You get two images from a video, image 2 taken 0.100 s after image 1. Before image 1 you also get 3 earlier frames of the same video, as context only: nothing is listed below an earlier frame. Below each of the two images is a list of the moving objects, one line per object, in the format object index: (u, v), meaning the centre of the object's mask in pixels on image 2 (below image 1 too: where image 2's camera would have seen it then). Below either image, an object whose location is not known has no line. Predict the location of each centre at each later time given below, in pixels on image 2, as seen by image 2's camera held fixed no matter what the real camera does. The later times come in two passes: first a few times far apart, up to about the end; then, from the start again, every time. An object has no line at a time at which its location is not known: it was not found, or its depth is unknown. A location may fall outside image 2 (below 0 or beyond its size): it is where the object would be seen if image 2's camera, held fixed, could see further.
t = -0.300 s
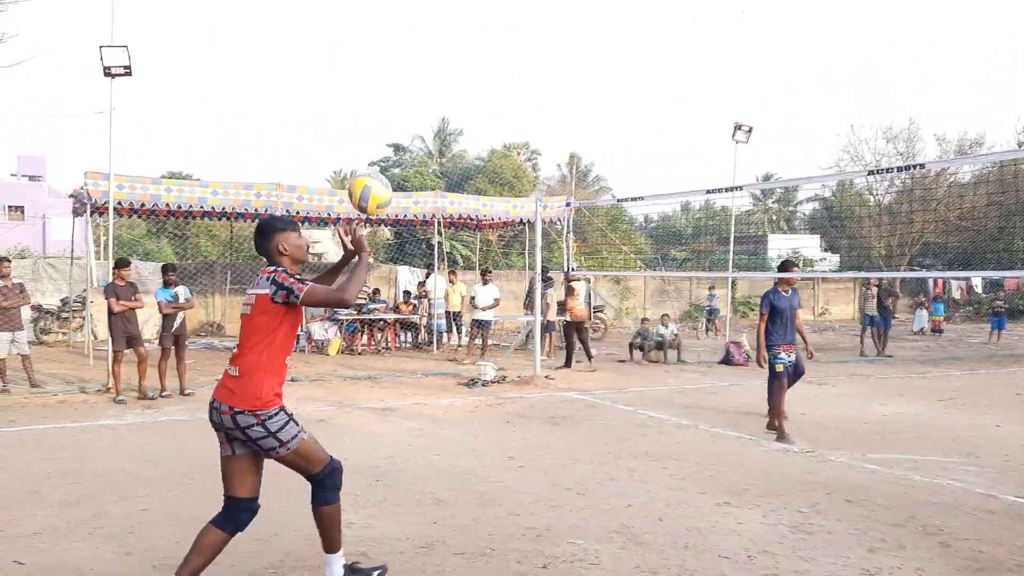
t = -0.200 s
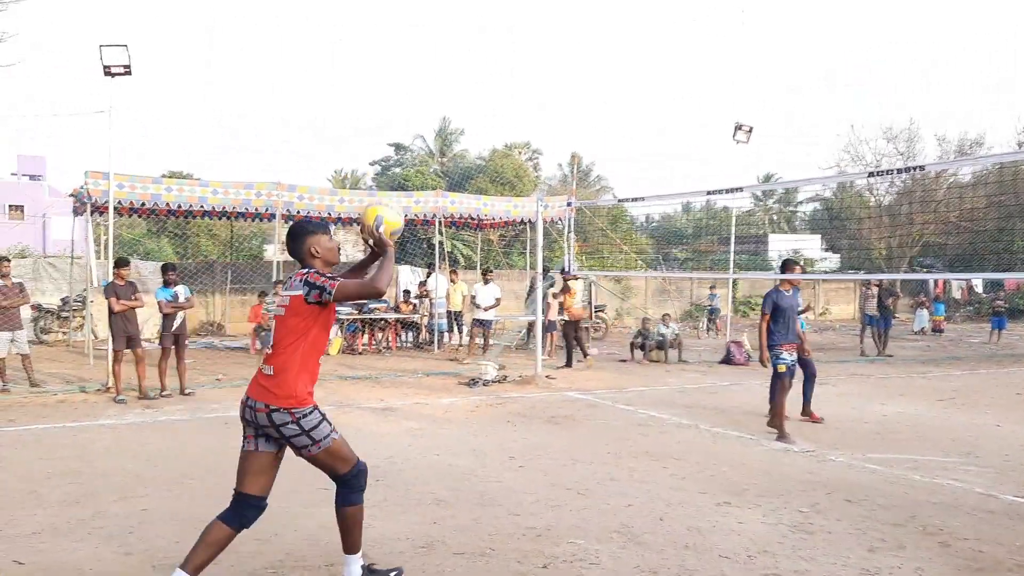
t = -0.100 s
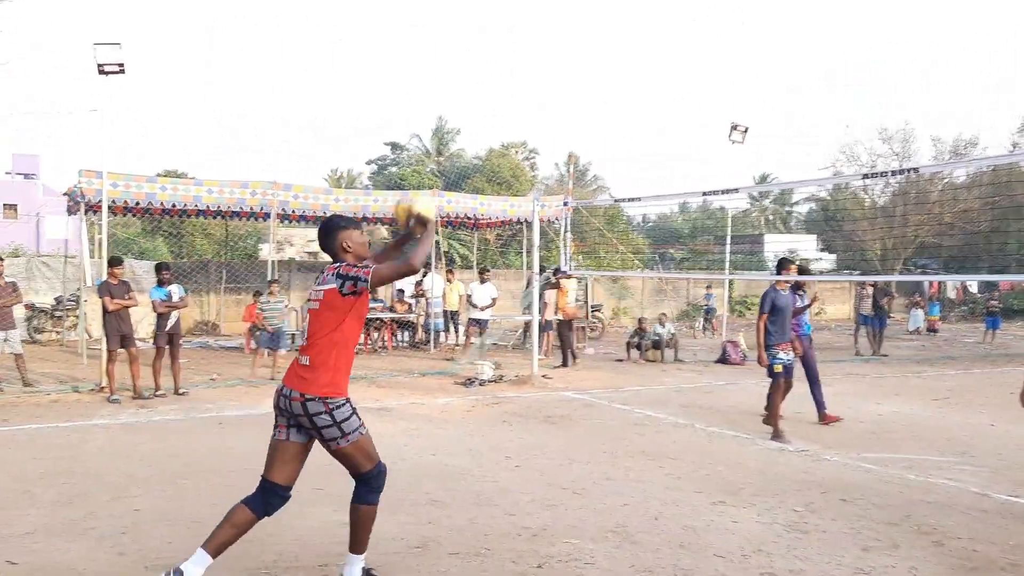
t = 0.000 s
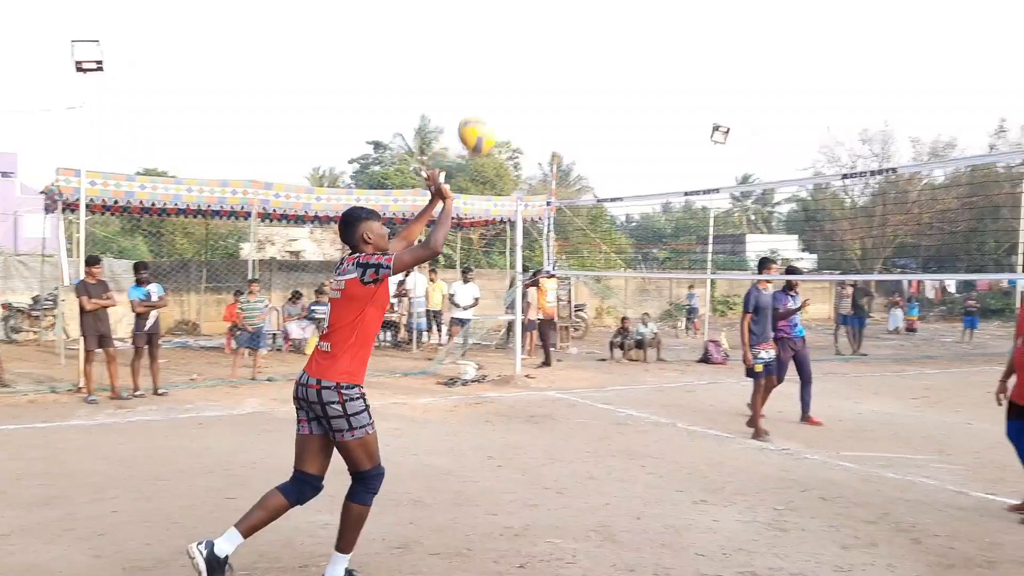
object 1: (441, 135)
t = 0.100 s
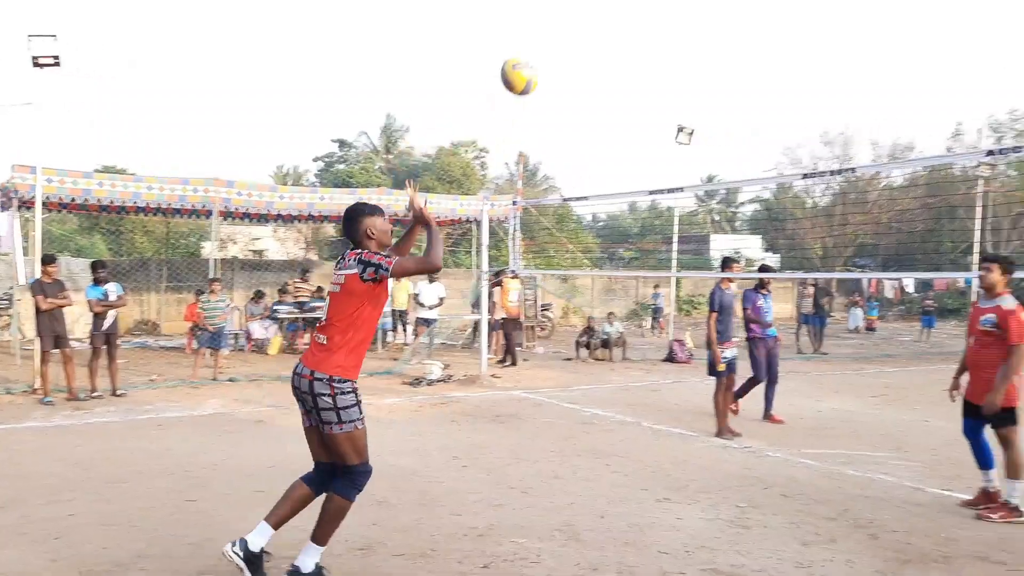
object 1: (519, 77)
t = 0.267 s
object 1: (632, 27)
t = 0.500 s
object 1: (769, 43)
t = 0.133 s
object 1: (543, 63)
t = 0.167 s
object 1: (565, 51)
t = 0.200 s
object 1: (589, 41)
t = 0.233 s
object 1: (611, 33)
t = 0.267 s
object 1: (632, 27)
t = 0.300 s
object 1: (653, 24)
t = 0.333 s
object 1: (673, 23)
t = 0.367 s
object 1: (693, 23)
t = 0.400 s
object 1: (713, 25)
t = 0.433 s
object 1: (732, 30)
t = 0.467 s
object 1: (751, 36)
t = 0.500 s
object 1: (769, 43)
